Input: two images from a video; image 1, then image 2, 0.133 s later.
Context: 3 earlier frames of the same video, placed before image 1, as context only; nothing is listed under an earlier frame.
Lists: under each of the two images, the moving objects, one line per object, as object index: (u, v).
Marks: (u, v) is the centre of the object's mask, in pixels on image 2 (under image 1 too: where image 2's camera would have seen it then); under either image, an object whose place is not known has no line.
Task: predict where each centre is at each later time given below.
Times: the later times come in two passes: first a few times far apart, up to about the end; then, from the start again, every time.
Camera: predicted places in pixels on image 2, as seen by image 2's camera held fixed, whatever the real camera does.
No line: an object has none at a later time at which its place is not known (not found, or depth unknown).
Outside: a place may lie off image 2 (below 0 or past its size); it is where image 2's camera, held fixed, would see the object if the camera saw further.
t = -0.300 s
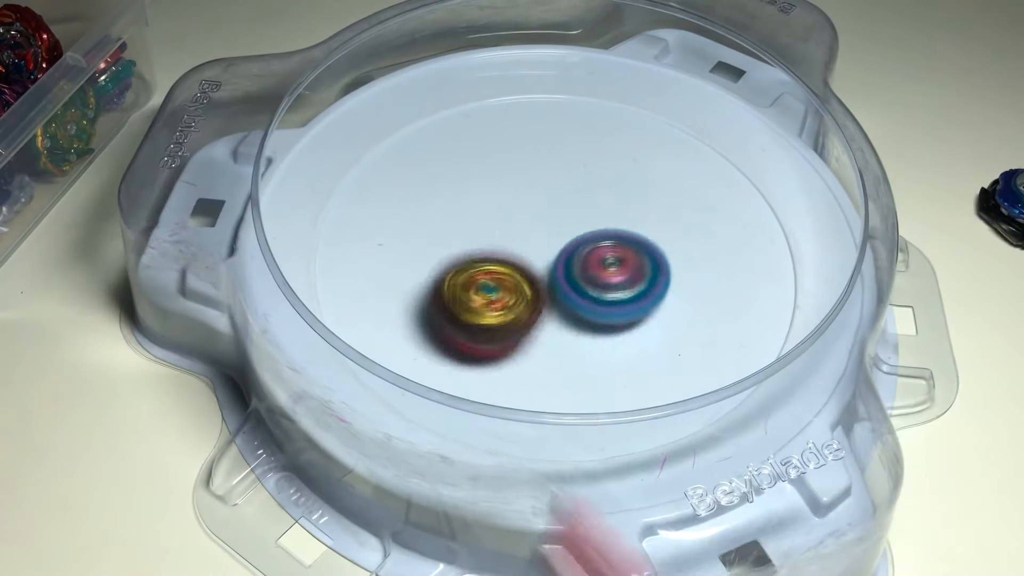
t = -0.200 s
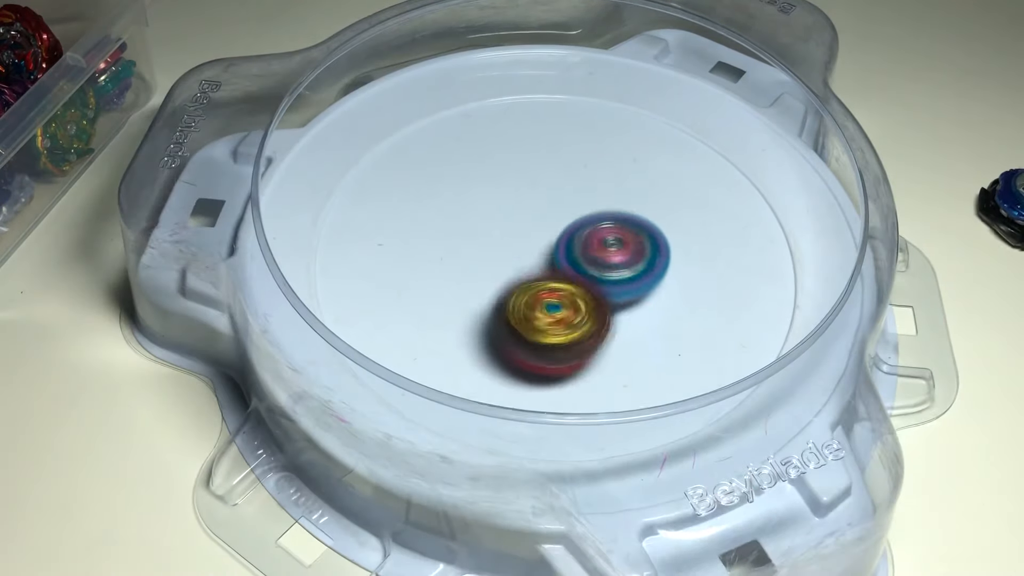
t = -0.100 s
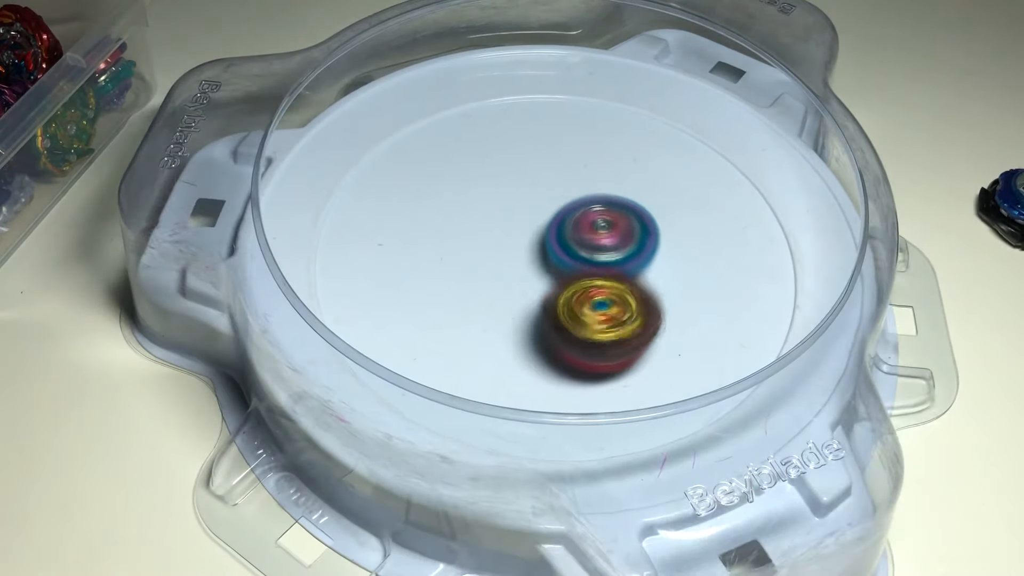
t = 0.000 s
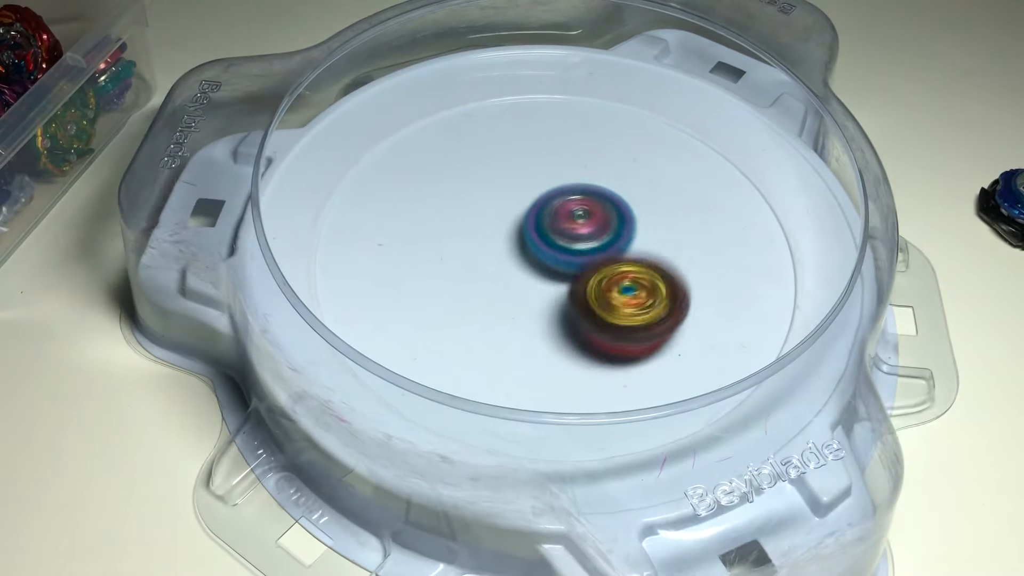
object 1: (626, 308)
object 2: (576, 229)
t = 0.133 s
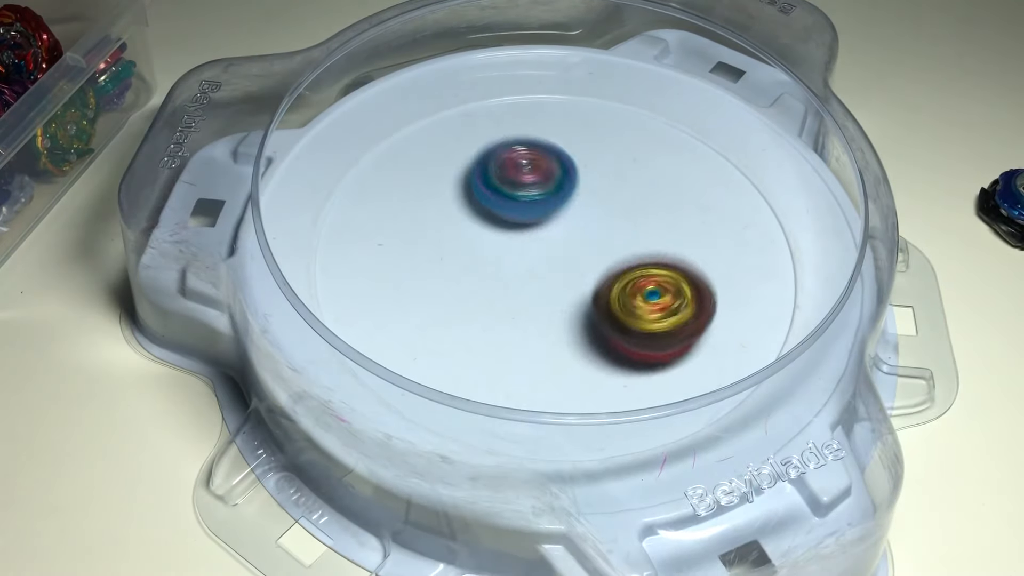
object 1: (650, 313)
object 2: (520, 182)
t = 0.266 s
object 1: (637, 296)
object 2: (485, 172)
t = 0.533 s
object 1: (613, 268)
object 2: (450, 244)
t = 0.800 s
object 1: (644, 289)
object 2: (480, 269)
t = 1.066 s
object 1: (655, 268)
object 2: (509, 230)
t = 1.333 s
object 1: (630, 265)
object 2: (483, 196)
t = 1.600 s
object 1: (611, 293)
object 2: (524, 219)
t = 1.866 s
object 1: (588, 307)
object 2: (558, 198)
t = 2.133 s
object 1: (561, 302)
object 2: (575, 198)
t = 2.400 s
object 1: (520, 283)
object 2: (574, 209)
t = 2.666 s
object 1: (438, 301)
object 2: (645, 196)
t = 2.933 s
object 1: (494, 273)
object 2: (614, 242)
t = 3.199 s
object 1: (507, 251)
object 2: (636, 296)
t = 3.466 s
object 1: (558, 231)
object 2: (639, 304)
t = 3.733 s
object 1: (568, 214)
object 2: (629, 296)
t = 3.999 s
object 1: (561, 211)
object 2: (544, 301)
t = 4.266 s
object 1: (584, 204)
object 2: (506, 296)
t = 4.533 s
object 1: (630, 204)
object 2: (459, 292)
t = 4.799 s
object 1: (610, 239)
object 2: (485, 270)
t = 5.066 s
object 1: (624, 264)
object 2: (492, 241)
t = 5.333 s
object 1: (629, 281)
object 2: (513, 214)
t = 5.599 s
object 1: (586, 299)
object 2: (547, 219)
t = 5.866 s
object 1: (476, 307)
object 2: (585, 217)
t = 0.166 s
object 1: (650, 312)
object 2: (509, 174)
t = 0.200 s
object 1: (648, 308)
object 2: (499, 170)
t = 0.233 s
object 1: (644, 303)
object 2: (492, 169)
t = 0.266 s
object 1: (637, 296)
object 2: (485, 172)
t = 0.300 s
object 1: (630, 289)
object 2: (479, 178)
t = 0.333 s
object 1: (622, 282)
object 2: (476, 187)
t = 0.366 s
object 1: (614, 274)
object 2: (475, 200)
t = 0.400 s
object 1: (605, 267)
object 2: (477, 214)
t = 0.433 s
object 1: (595, 262)
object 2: (480, 229)
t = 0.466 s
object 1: (595, 261)
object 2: (474, 237)
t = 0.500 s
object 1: (605, 265)
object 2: (459, 240)
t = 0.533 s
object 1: (613, 268)
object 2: (450, 244)
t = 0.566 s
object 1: (619, 272)
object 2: (445, 249)
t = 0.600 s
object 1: (622, 275)
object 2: (447, 256)
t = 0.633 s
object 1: (622, 277)
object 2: (454, 265)
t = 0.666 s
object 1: (620, 278)
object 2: (465, 273)
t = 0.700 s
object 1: (616, 279)
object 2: (479, 279)
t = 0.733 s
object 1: (613, 279)
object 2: (492, 282)
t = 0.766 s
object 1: (628, 284)
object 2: (484, 275)
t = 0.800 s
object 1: (644, 289)
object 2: (480, 269)
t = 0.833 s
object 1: (658, 293)
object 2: (477, 262)
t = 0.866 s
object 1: (668, 293)
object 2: (477, 254)
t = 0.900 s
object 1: (674, 292)
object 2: (480, 246)
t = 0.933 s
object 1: (677, 289)
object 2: (484, 240)
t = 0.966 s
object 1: (676, 285)
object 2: (491, 234)
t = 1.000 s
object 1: (671, 280)
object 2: (497, 232)
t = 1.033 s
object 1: (665, 274)
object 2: (504, 230)
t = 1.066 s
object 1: (655, 268)
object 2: (509, 230)
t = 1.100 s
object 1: (646, 262)
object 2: (513, 229)
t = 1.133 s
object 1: (635, 256)
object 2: (515, 229)
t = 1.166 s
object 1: (625, 252)
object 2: (516, 228)
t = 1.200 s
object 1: (627, 253)
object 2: (503, 220)
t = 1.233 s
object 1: (630, 257)
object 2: (493, 211)
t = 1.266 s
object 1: (632, 260)
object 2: (486, 205)
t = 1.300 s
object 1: (631, 263)
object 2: (482, 199)
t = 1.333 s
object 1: (630, 265)
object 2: (483, 196)
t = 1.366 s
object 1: (628, 267)
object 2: (486, 197)
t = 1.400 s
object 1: (624, 268)
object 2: (493, 199)
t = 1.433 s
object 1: (620, 270)
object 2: (502, 205)
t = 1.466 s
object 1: (614, 271)
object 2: (511, 211)
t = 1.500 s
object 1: (610, 273)
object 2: (520, 218)
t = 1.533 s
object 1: (611, 281)
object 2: (520, 218)
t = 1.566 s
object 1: (611, 287)
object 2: (522, 218)
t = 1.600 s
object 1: (611, 293)
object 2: (524, 219)
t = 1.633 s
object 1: (610, 297)
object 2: (526, 219)
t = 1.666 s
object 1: (608, 300)
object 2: (528, 220)
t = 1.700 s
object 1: (609, 299)
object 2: (533, 220)
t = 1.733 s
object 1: (605, 299)
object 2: (540, 219)
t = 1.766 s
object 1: (602, 297)
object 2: (547, 218)
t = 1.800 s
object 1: (598, 295)
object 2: (553, 216)
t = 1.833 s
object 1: (593, 300)
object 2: (557, 209)
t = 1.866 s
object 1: (588, 307)
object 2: (558, 198)
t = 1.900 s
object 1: (585, 311)
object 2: (560, 189)
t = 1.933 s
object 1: (581, 315)
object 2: (562, 182)
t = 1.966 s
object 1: (577, 316)
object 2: (564, 179)
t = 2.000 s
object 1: (573, 316)
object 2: (566, 179)
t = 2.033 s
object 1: (569, 314)
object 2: (568, 181)
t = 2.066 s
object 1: (567, 311)
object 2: (571, 186)
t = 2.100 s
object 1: (564, 306)
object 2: (573, 192)
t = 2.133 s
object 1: (561, 302)
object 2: (575, 198)
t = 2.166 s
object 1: (558, 296)
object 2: (575, 204)
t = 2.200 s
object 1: (555, 291)
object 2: (576, 208)
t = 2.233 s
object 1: (546, 292)
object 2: (578, 208)
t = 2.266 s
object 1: (541, 291)
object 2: (578, 209)
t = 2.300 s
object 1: (535, 290)
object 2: (577, 209)
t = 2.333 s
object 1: (529, 289)
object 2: (575, 209)
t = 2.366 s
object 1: (524, 287)
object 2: (574, 209)
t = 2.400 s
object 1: (520, 283)
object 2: (574, 209)
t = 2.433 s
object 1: (511, 283)
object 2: (576, 212)
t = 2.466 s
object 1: (488, 289)
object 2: (596, 204)
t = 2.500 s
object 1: (467, 295)
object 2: (615, 195)
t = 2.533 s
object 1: (451, 300)
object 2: (629, 188)
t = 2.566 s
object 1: (440, 303)
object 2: (638, 186)
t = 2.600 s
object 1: (435, 304)
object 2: (645, 186)
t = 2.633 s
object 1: (434, 303)
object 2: (647, 190)
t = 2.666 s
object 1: (438, 301)
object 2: (645, 196)
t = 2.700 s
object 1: (446, 299)
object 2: (641, 204)
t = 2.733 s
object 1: (458, 295)
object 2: (634, 211)
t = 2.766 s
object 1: (471, 292)
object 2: (624, 220)
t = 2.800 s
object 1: (486, 287)
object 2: (614, 227)
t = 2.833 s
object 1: (500, 283)
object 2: (603, 233)
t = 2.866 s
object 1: (506, 277)
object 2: (601, 236)
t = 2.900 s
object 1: (500, 274)
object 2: (608, 239)
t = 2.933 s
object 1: (494, 273)
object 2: (614, 242)
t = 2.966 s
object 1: (490, 270)
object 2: (620, 246)
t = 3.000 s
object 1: (488, 268)
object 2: (624, 251)
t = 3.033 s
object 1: (488, 265)
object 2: (628, 258)
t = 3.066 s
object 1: (490, 262)
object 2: (630, 266)
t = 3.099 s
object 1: (494, 258)
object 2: (632, 274)
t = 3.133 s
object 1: (496, 256)
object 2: (633, 282)
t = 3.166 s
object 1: (503, 253)
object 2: (635, 289)
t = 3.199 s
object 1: (507, 251)
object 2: (636, 296)
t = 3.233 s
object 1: (513, 249)
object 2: (637, 301)
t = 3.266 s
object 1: (519, 246)
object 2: (638, 305)
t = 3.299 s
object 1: (525, 243)
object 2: (639, 307)
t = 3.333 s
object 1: (531, 241)
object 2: (639, 308)
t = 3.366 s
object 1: (538, 238)
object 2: (639, 308)
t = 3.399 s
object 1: (545, 236)
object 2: (639, 307)
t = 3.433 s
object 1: (552, 234)
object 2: (639, 305)
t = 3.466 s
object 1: (558, 231)
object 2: (639, 304)
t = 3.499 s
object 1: (560, 223)
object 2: (644, 307)
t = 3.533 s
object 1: (561, 216)
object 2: (646, 309)
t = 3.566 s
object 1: (563, 212)
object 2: (646, 309)
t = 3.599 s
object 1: (564, 209)
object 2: (644, 308)
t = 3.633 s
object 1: (565, 208)
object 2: (641, 307)
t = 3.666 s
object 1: (566, 209)
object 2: (639, 302)
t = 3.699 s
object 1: (567, 211)
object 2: (634, 299)
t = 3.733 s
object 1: (568, 214)
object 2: (629, 296)
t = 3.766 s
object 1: (567, 215)
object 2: (621, 297)
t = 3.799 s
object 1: (565, 214)
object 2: (613, 301)
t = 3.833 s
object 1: (564, 213)
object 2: (600, 304)
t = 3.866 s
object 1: (563, 214)
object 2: (587, 303)
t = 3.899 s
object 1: (564, 212)
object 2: (571, 306)
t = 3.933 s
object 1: (563, 211)
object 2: (561, 306)
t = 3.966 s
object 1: (562, 211)
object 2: (552, 304)
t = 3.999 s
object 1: (561, 211)
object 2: (544, 301)
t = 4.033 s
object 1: (562, 211)
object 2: (535, 302)
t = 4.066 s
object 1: (564, 211)
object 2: (530, 299)
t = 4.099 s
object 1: (565, 211)
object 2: (524, 299)
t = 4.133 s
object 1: (569, 209)
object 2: (518, 299)
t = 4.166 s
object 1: (575, 206)
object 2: (511, 302)
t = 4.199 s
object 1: (580, 204)
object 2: (507, 301)
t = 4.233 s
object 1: (583, 203)
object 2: (505, 300)
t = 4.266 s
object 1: (584, 204)
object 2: (506, 296)
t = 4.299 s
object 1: (585, 207)
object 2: (507, 293)
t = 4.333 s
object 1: (584, 210)
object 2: (509, 290)
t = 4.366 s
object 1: (582, 213)
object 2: (511, 286)
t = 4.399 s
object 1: (592, 210)
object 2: (496, 290)
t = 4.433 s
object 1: (607, 205)
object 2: (479, 294)
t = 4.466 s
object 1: (618, 202)
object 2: (469, 295)
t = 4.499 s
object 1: (625, 202)
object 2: (462, 293)
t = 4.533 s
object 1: (630, 204)
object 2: (459, 292)
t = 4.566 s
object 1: (629, 209)
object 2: (460, 291)
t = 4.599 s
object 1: (627, 214)
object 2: (463, 290)
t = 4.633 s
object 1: (623, 219)
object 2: (469, 288)
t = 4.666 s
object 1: (617, 225)
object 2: (476, 285)
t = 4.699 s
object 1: (609, 229)
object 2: (485, 283)
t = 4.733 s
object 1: (602, 233)
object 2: (494, 281)
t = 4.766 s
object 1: (598, 236)
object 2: (502, 278)
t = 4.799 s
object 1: (610, 239)
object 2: (485, 270)
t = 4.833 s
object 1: (627, 245)
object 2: (472, 261)
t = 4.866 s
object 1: (640, 250)
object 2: (465, 254)
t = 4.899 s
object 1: (645, 254)
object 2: (463, 248)
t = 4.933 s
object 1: (648, 259)
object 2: (465, 245)
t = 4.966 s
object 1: (642, 262)
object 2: (470, 242)
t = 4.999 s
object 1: (636, 262)
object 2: (477, 241)
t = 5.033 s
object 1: (629, 265)
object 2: (484, 241)
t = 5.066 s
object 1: (624, 264)
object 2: (492, 241)
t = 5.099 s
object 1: (620, 262)
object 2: (501, 242)
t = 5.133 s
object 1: (622, 263)
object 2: (501, 238)
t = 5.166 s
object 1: (623, 264)
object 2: (503, 235)
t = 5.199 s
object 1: (621, 264)
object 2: (507, 232)
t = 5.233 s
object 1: (619, 266)
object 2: (511, 232)
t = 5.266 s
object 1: (618, 265)
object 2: (516, 232)
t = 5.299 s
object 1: (622, 270)
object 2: (516, 223)
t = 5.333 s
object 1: (629, 281)
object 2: (513, 214)
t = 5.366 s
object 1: (632, 289)
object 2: (514, 208)
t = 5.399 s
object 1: (626, 294)
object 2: (517, 207)
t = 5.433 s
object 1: (619, 297)
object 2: (521, 207)
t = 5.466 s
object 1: (613, 300)
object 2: (526, 209)
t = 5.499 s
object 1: (607, 296)
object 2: (530, 212)
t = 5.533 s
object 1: (600, 296)
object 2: (535, 217)
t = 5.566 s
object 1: (597, 297)
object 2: (540, 222)
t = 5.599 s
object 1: (586, 299)
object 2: (547, 219)
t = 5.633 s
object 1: (570, 306)
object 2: (556, 212)
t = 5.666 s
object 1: (551, 315)
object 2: (564, 207)
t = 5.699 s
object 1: (538, 320)
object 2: (570, 205)
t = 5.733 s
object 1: (521, 321)
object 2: (576, 206)
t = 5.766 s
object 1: (507, 321)
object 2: (579, 208)
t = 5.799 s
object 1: (494, 319)
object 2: (582, 210)
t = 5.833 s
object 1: (483, 313)
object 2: (584, 213)
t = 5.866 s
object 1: (476, 307)
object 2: (585, 217)
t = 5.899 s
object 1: (470, 300)
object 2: (586, 222)
